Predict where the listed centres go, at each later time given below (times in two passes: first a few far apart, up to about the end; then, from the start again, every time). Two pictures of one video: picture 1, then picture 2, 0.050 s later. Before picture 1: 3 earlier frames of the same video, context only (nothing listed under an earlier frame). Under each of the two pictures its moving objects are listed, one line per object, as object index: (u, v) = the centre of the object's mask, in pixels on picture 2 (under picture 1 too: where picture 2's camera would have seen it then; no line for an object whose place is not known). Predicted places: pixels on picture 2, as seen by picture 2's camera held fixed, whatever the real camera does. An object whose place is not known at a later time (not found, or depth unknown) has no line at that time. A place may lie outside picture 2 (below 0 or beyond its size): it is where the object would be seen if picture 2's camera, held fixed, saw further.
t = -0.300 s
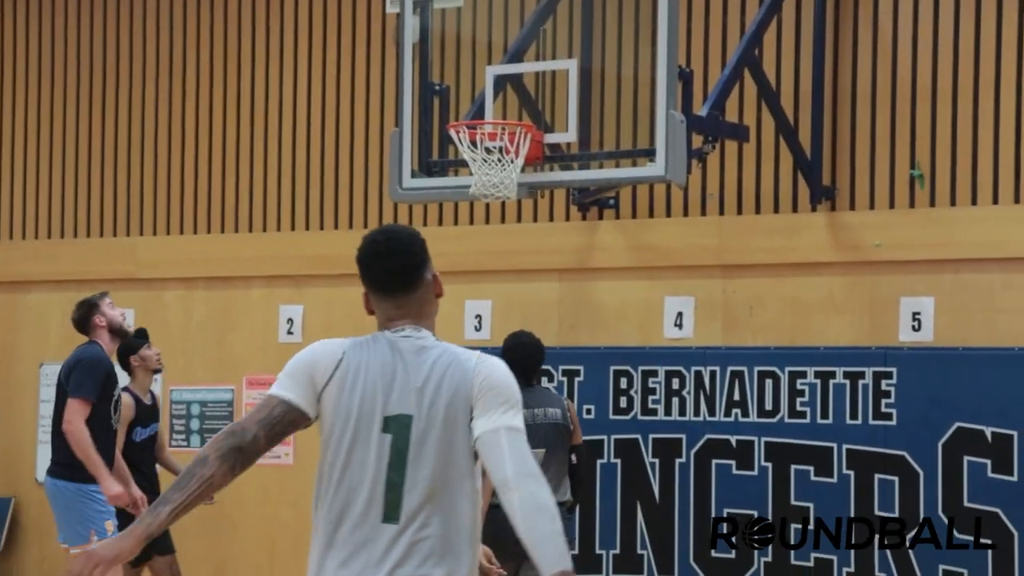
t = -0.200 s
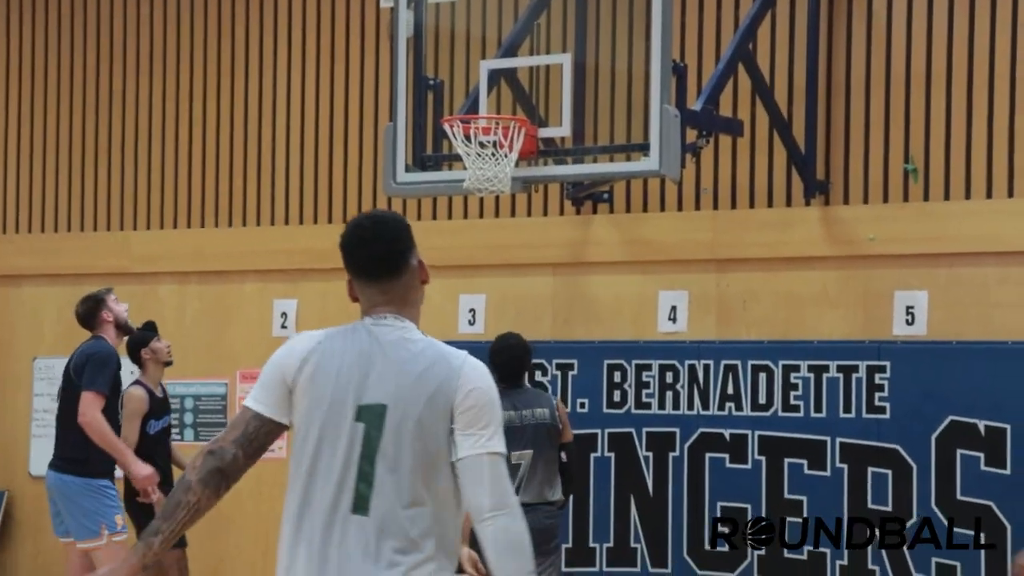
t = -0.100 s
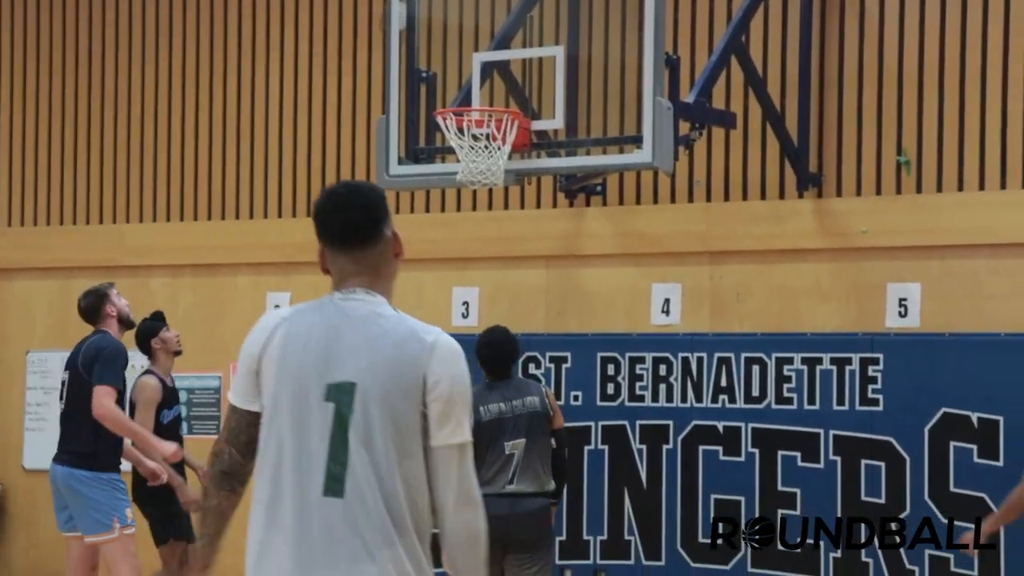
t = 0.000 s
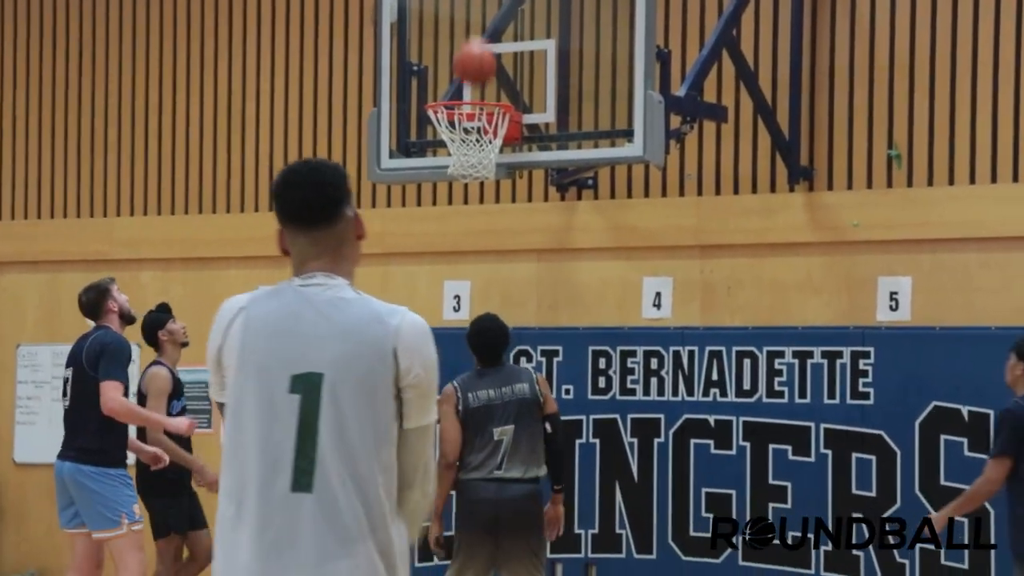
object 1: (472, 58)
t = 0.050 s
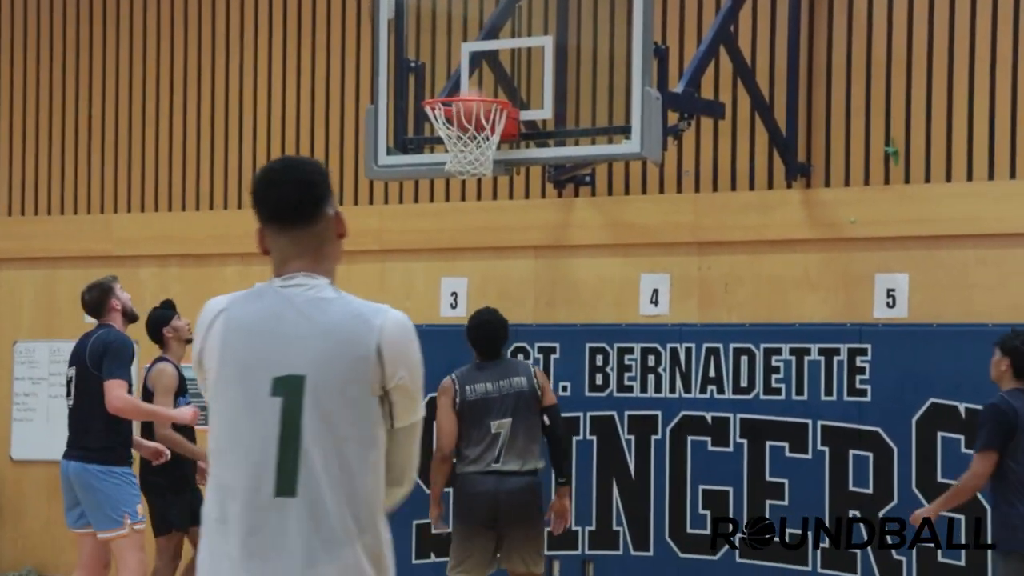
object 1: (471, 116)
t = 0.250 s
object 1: (460, 169)
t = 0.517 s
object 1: (472, 172)
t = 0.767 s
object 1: (480, 249)
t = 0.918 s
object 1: (481, 350)
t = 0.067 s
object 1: (472, 127)
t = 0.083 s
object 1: (469, 126)
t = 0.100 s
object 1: (469, 157)
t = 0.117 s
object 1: (469, 153)
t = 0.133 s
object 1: (468, 152)
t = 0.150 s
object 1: (464, 153)
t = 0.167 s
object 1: (463, 155)
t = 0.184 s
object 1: (461, 157)
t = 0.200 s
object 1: (460, 160)
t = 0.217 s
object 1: (459, 163)
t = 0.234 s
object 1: (458, 166)
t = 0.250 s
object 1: (460, 169)
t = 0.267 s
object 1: (460, 170)
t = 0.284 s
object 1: (461, 172)
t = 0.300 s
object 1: (463, 172)
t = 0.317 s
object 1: (463, 173)
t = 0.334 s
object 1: (464, 174)
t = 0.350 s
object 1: (464, 175)
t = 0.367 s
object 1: (466, 175)
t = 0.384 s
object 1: (466, 174)
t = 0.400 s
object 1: (467, 173)
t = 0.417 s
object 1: (468, 173)
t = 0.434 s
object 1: (469, 171)
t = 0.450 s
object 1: (470, 170)
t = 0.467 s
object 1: (470, 170)
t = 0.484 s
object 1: (471, 170)
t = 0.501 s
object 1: (472, 171)
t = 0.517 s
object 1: (472, 172)
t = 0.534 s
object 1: (473, 173)
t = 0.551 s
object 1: (474, 174)
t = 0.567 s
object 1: (475, 177)
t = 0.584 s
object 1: (475, 180)
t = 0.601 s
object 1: (476, 183)
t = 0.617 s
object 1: (477, 187)
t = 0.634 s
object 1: (477, 191)
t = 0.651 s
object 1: (477, 197)
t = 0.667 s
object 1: (478, 203)
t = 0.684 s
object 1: (478, 210)
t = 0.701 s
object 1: (478, 216)
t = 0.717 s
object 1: (478, 224)
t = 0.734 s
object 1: (479, 232)
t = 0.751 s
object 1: (479, 240)
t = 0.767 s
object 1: (480, 249)
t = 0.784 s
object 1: (480, 258)
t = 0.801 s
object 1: (481, 267)
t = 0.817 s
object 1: (481, 277)
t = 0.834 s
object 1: (481, 288)
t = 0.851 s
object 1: (481, 299)
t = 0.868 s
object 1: (482, 314)
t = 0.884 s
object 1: (482, 326)
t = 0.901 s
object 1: (481, 339)
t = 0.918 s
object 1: (481, 350)
